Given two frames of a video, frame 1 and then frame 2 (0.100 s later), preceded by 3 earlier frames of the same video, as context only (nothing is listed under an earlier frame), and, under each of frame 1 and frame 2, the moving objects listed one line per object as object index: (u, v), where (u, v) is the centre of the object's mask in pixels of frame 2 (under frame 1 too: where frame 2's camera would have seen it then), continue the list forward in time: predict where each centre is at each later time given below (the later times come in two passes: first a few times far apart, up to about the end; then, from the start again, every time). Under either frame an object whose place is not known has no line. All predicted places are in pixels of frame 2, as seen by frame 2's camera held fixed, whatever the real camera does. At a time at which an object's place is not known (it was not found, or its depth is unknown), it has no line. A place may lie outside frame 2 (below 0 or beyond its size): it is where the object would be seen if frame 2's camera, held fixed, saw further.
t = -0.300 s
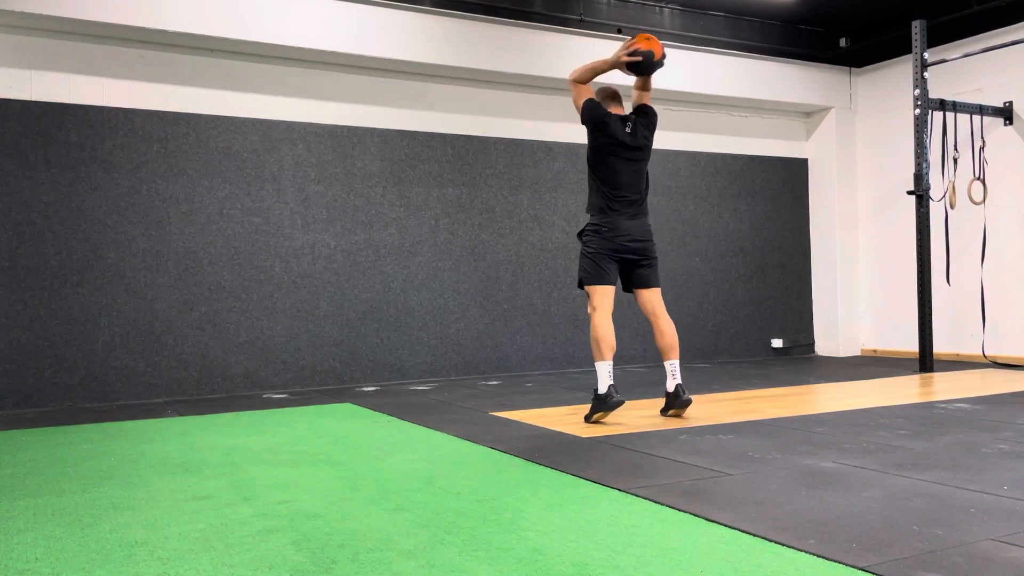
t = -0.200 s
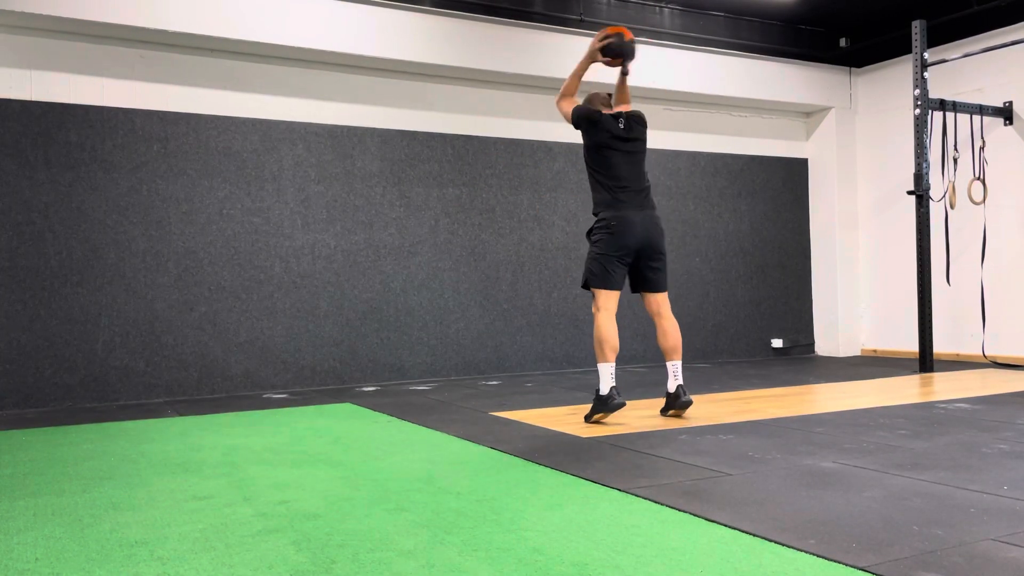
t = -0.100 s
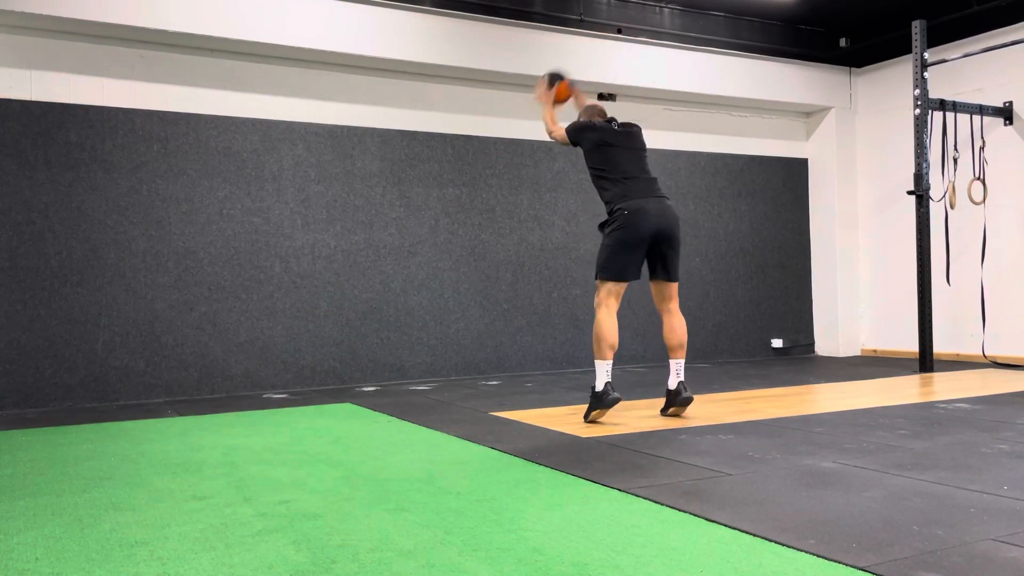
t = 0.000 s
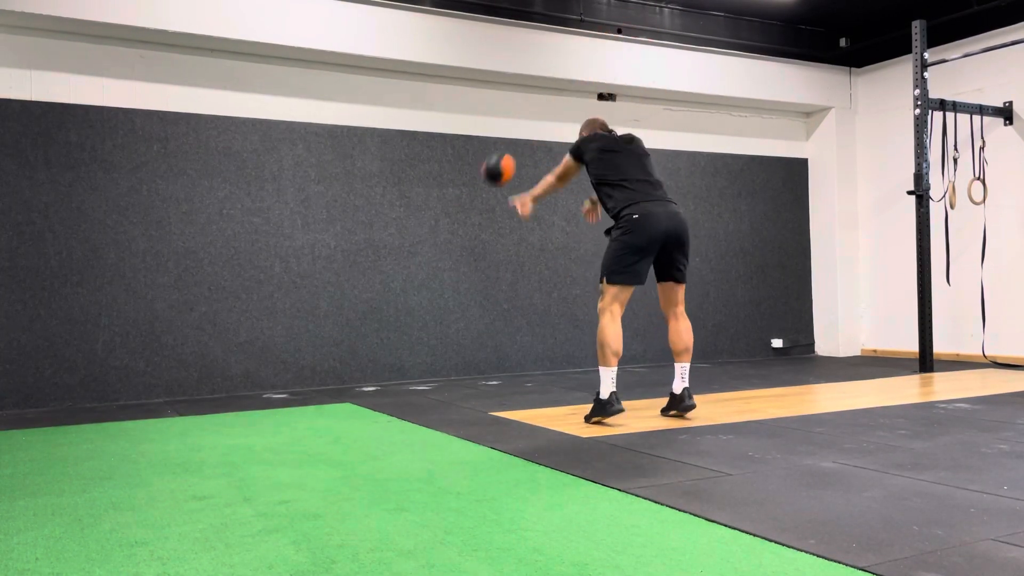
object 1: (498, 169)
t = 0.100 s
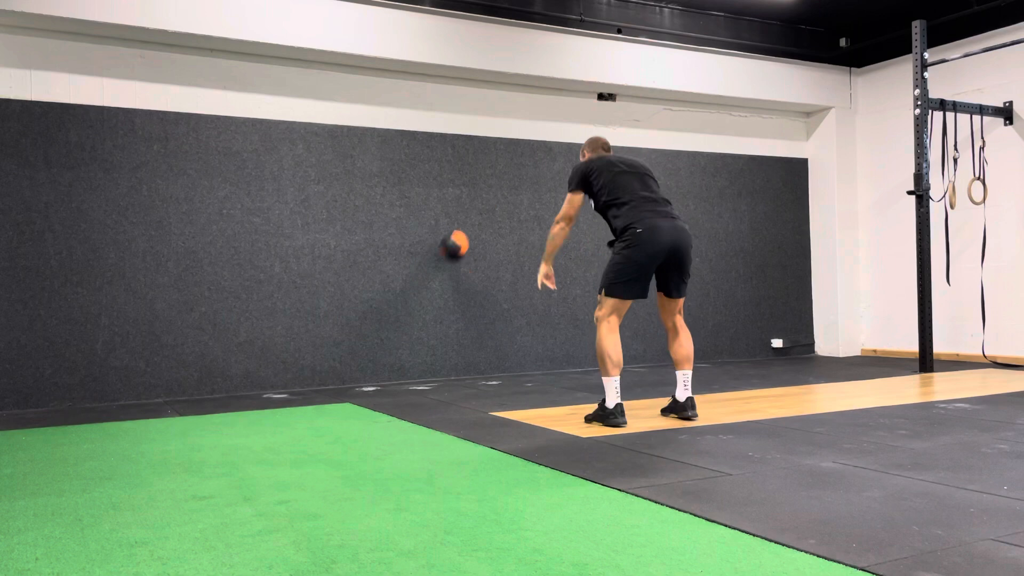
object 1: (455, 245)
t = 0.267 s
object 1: (491, 325)
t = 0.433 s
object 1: (546, 346)
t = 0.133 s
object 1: (445, 268)
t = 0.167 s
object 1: (456, 278)
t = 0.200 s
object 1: (466, 291)
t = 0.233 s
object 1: (478, 305)
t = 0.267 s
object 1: (491, 325)
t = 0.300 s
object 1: (503, 346)
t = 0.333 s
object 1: (517, 367)
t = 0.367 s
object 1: (529, 379)
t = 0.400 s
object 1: (537, 360)
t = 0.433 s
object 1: (546, 346)
